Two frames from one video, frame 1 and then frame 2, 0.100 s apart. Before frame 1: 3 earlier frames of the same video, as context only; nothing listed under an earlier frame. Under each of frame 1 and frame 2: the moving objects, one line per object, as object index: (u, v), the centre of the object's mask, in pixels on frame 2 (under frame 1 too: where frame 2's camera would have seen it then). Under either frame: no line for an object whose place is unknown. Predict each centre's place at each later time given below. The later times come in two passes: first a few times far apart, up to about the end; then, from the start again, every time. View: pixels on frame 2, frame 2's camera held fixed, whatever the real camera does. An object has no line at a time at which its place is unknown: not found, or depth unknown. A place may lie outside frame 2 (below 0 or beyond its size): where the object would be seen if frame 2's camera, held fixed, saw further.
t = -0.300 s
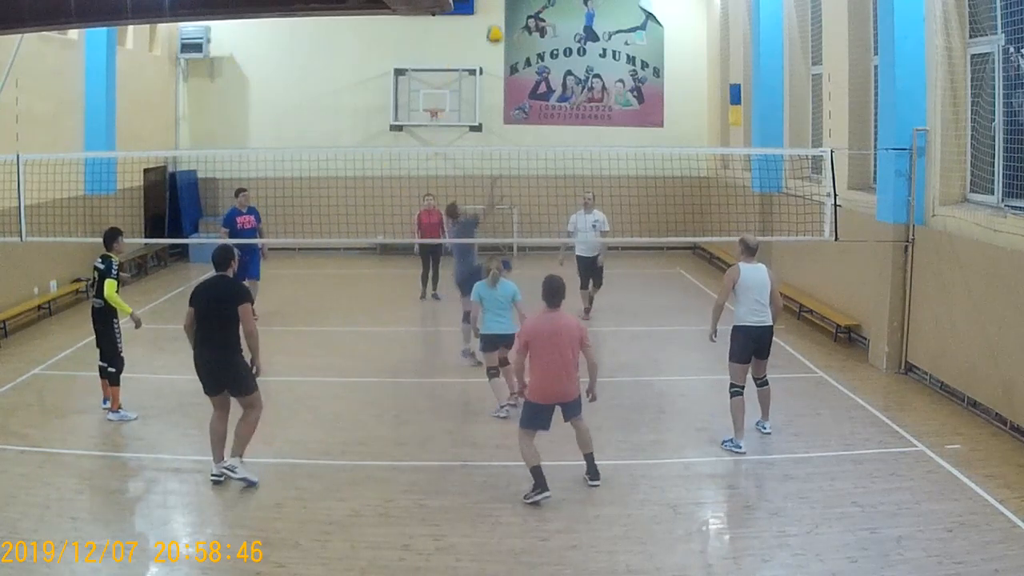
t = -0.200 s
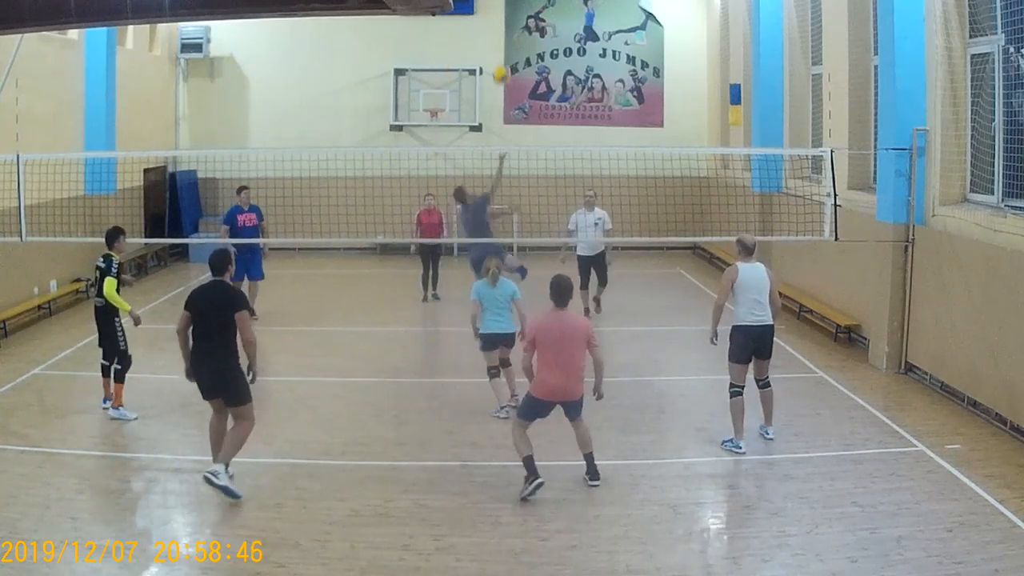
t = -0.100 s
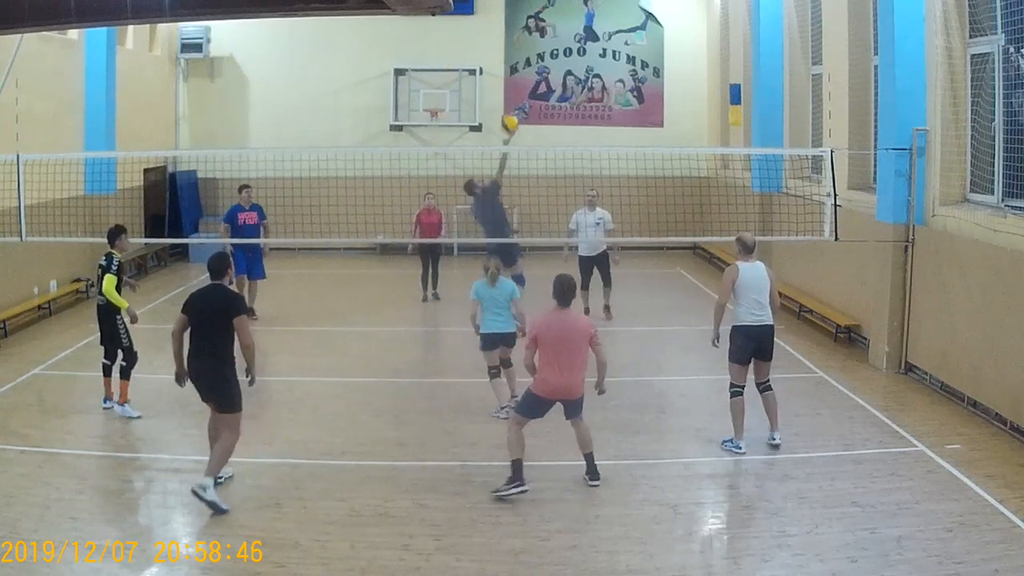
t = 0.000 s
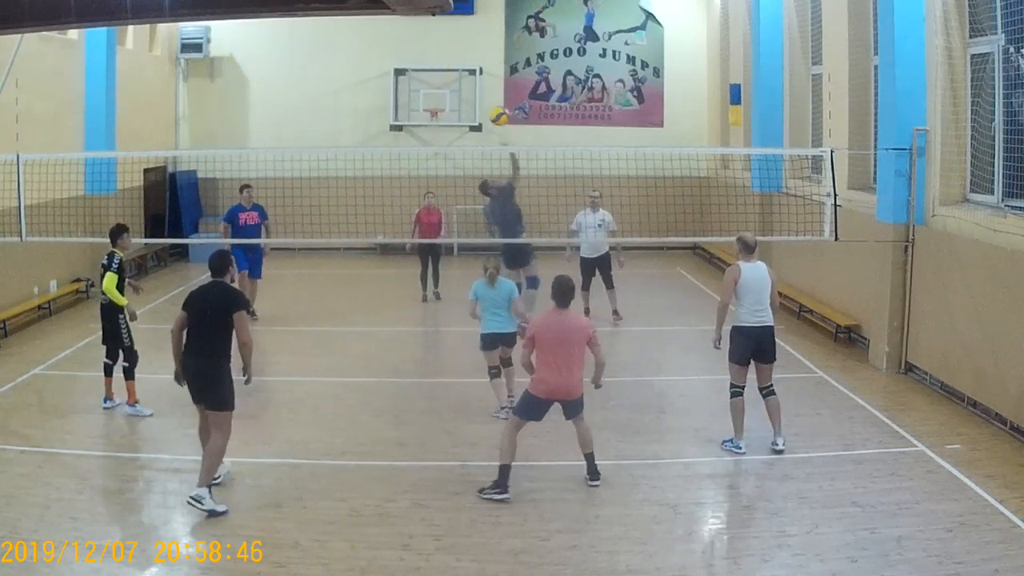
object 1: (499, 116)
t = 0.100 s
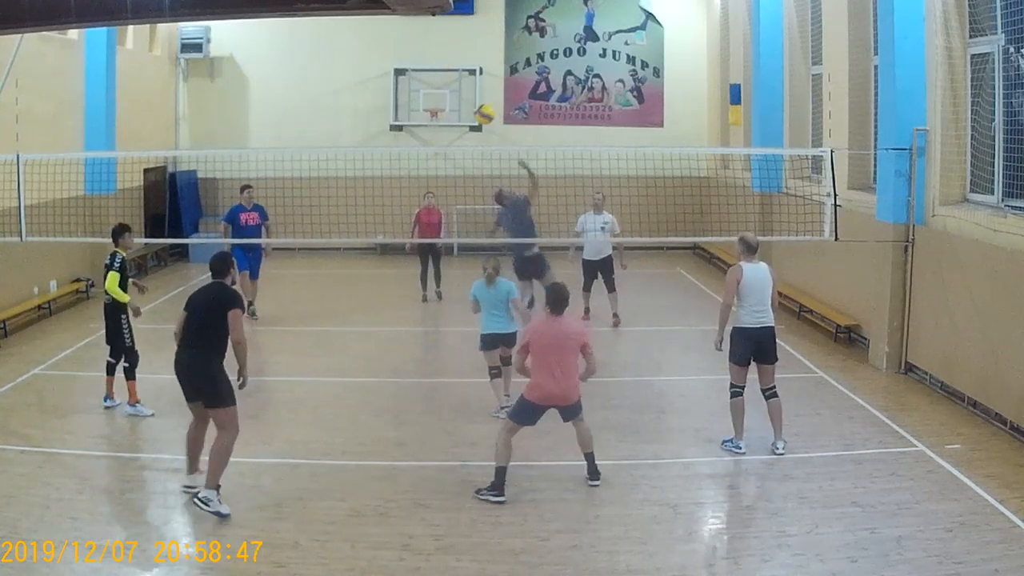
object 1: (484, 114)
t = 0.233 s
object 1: (462, 128)
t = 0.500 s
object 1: (417, 215)
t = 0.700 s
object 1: (375, 338)
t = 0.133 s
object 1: (479, 116)
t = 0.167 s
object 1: (474, 120)
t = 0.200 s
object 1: (469, 124)
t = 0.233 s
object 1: (462, 128)
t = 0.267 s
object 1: (457, 134)
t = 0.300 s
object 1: (452, 142)
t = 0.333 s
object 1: (446, 152)
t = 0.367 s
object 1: (441, 161)
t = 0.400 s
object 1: (432, 172)
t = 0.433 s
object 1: (428, 185)
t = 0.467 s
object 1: (423, 199)
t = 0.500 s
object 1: (417, 215)
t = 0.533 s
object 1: (409, 232)
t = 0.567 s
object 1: (402, 250)
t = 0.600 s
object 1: (396, 270)
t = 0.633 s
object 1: (389, 288)
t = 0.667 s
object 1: (382, 313)
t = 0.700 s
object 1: (375, 338)
